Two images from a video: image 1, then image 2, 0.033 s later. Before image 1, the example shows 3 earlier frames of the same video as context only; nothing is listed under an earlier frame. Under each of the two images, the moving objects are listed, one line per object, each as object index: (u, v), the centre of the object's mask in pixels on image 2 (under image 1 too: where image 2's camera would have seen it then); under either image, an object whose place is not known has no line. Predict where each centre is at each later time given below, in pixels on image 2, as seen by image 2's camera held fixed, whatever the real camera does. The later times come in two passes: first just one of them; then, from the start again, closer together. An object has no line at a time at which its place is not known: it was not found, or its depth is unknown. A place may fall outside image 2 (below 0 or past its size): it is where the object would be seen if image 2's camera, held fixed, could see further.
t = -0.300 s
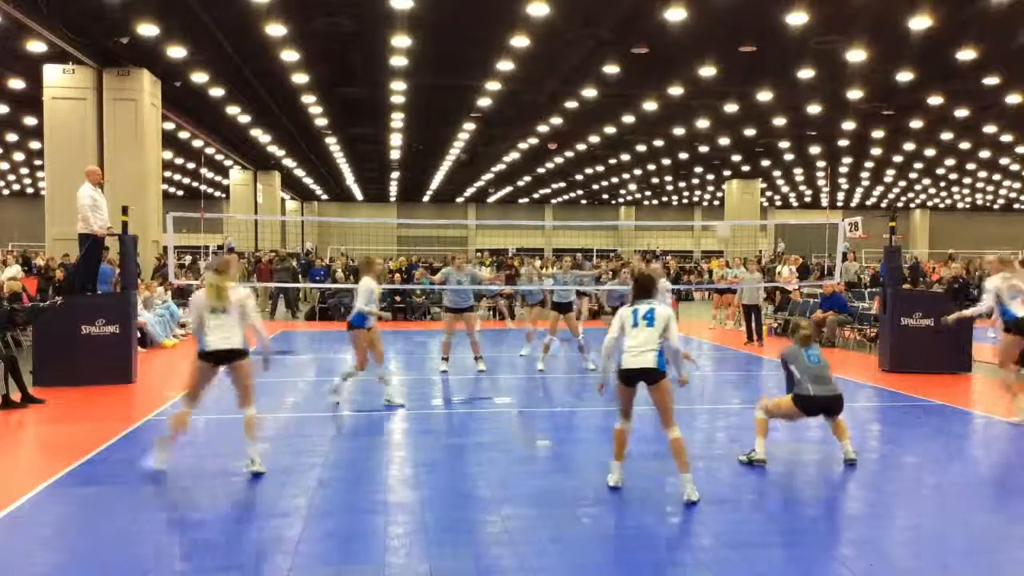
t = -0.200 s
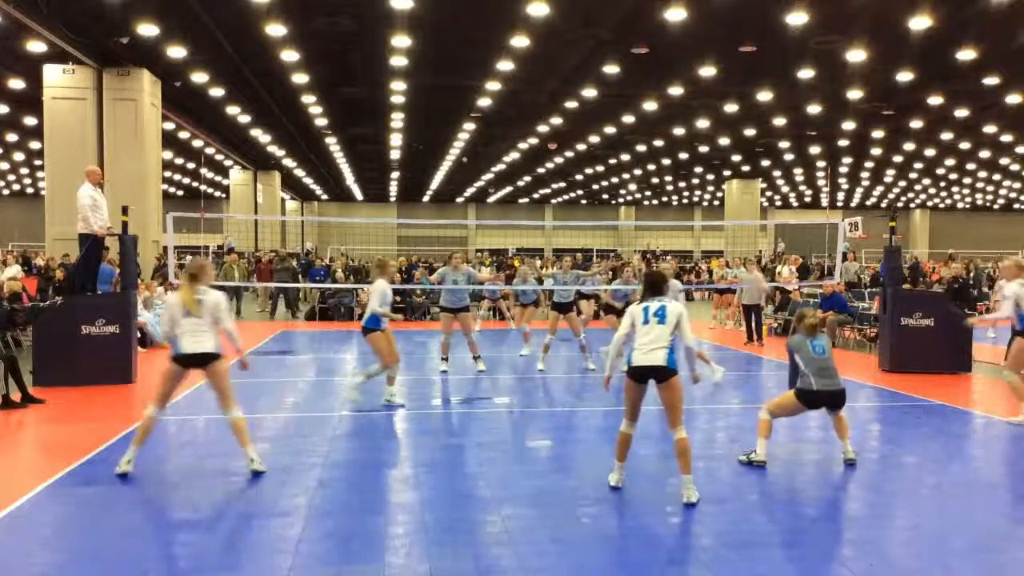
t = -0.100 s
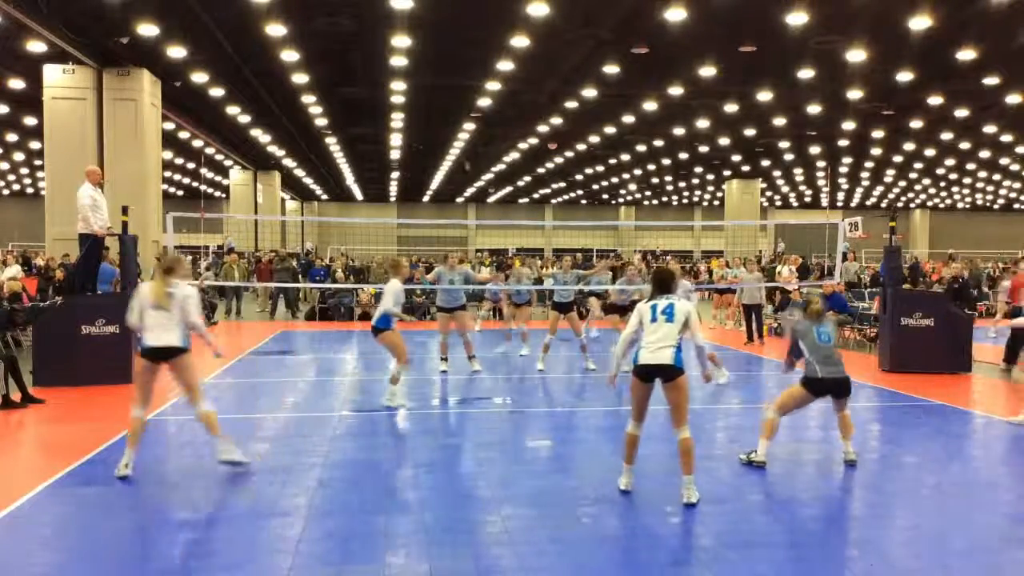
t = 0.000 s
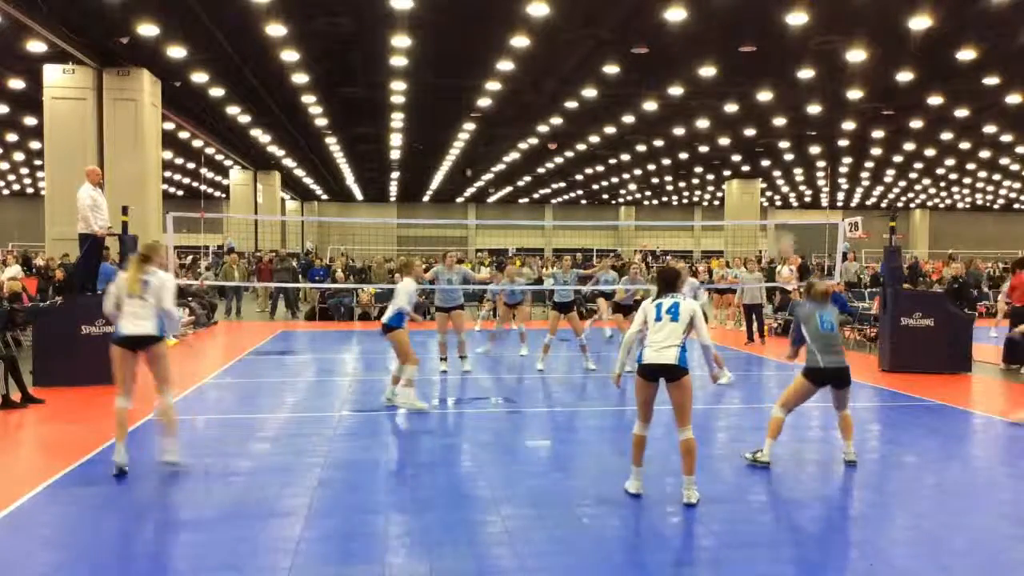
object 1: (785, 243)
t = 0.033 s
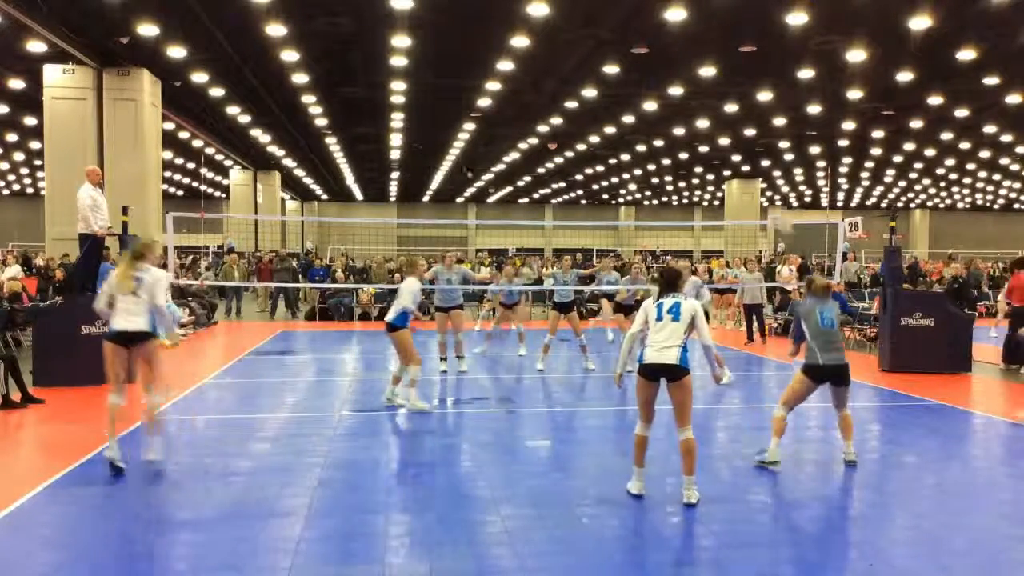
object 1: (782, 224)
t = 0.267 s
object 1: (756, 100)
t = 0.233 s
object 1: (759, 113)
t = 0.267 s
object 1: (756, 100)
